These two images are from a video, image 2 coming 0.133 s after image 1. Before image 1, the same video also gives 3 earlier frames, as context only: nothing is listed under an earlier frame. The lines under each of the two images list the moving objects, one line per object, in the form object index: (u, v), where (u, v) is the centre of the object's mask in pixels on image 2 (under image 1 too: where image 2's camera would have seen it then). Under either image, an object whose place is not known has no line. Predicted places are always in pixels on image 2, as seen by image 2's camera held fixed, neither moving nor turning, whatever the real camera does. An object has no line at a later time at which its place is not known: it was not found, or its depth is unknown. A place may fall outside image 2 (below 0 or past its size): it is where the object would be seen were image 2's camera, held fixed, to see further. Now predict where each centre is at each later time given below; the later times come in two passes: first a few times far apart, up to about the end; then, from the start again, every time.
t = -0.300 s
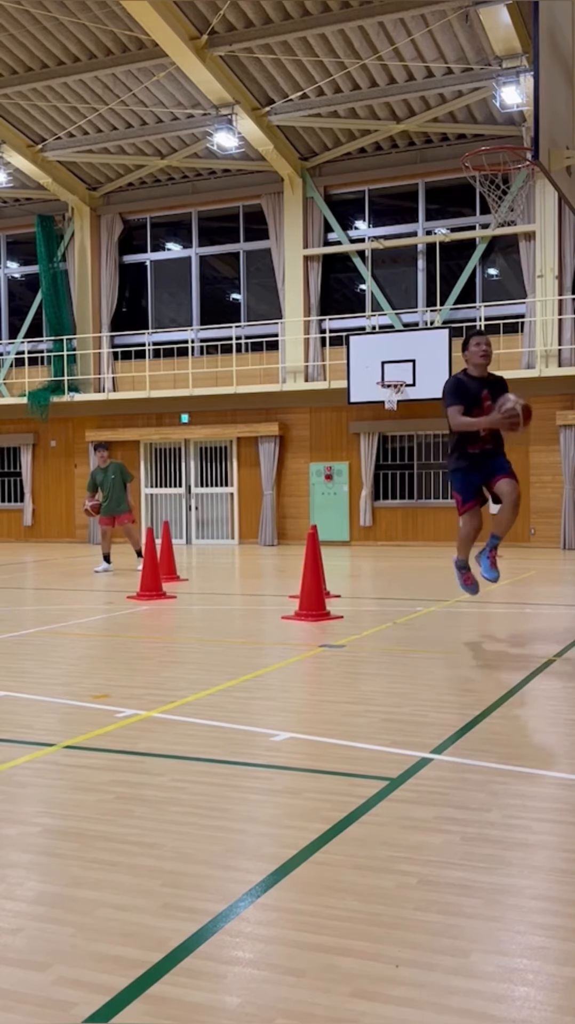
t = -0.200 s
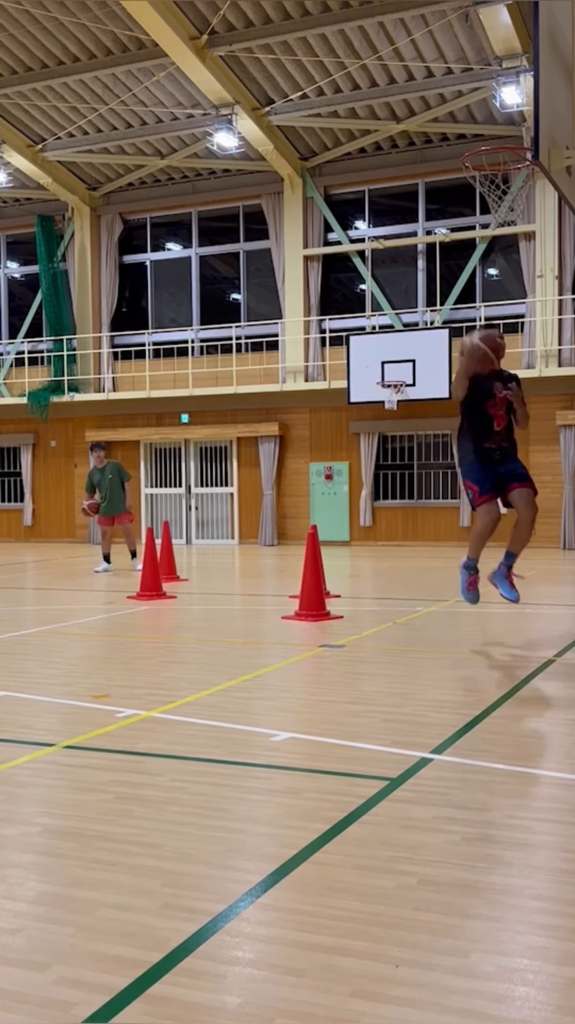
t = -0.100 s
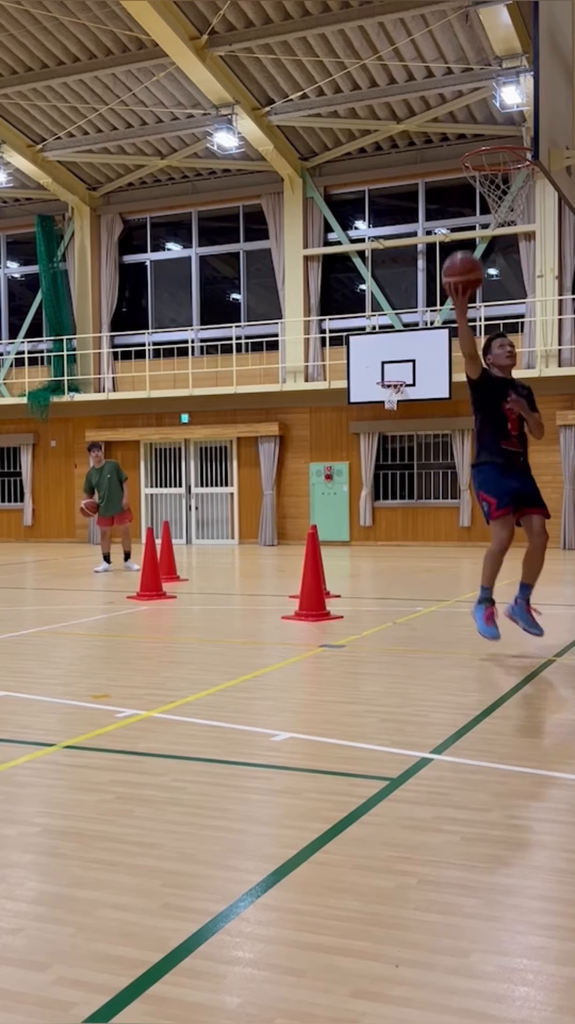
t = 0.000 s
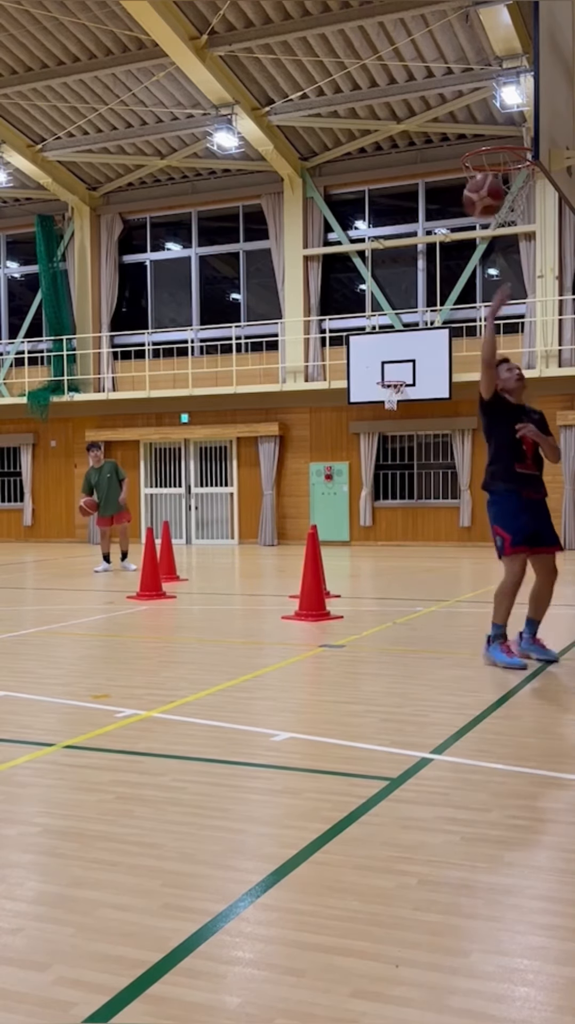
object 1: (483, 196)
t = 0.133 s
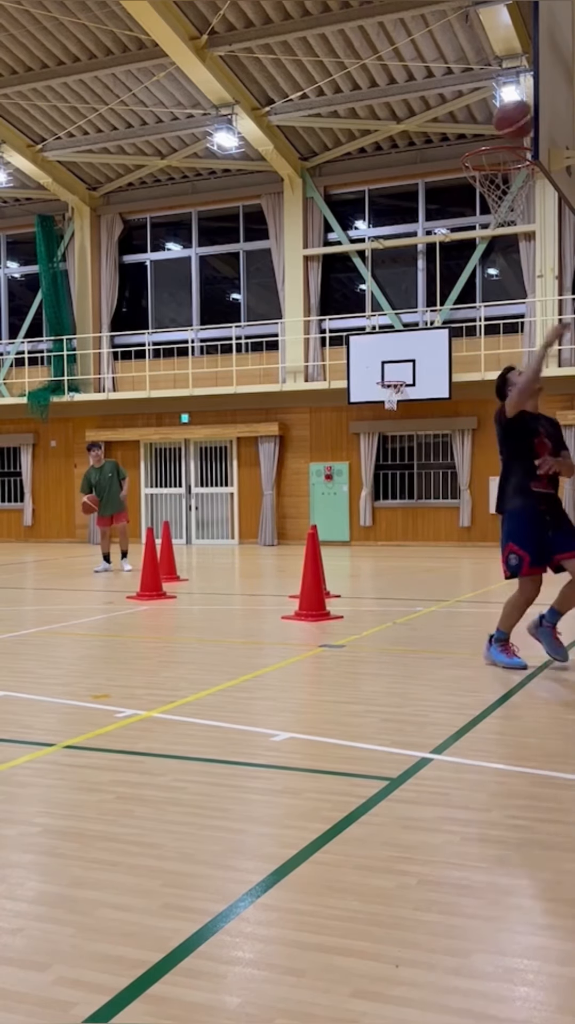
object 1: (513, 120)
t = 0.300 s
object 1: (524, 83)
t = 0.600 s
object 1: (499, 153)
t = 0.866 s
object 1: (508, 181)
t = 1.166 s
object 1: (488, 217)
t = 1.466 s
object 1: (503, 345)
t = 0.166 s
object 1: (518, 107)
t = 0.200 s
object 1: (525, 99)
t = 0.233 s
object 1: (526, 84)
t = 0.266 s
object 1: (524, 82)
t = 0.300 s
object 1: (524, 83)
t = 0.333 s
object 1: (522, 85)
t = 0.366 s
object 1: (519, 88)
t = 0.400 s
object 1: (516, 93)
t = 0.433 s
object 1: (514, 101)
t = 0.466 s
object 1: (511, 111)
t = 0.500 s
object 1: (508, 123)
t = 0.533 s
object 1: (505, 131)
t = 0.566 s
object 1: (505, 148)
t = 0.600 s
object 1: (499, 153)
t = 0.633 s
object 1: (493, 154)
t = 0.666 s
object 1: (489, 156)
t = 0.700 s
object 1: (491, 157)
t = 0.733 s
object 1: (503, 159)
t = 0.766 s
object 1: (511, 166)
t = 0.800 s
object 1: (517, 171)
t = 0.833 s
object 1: (515, 173)
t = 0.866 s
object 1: (508, 181)
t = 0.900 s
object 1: (503, 185)
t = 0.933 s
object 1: (498, 193)
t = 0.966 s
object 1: (492, 197)
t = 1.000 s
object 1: (488, 200)
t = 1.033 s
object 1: (485, 200)
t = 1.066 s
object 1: (485, 201)
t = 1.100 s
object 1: (486, 203)
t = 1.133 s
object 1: (486, 212)
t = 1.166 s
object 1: (488, 217)
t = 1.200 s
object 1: (490, 221)
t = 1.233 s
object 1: (492, 230)
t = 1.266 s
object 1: (493, 239)
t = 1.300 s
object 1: (495, 255)
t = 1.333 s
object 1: (496, 269)
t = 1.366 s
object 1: (497, 286)
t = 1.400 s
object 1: (499, 303)
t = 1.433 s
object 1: (501, 325)
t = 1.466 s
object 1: (503, 345)
